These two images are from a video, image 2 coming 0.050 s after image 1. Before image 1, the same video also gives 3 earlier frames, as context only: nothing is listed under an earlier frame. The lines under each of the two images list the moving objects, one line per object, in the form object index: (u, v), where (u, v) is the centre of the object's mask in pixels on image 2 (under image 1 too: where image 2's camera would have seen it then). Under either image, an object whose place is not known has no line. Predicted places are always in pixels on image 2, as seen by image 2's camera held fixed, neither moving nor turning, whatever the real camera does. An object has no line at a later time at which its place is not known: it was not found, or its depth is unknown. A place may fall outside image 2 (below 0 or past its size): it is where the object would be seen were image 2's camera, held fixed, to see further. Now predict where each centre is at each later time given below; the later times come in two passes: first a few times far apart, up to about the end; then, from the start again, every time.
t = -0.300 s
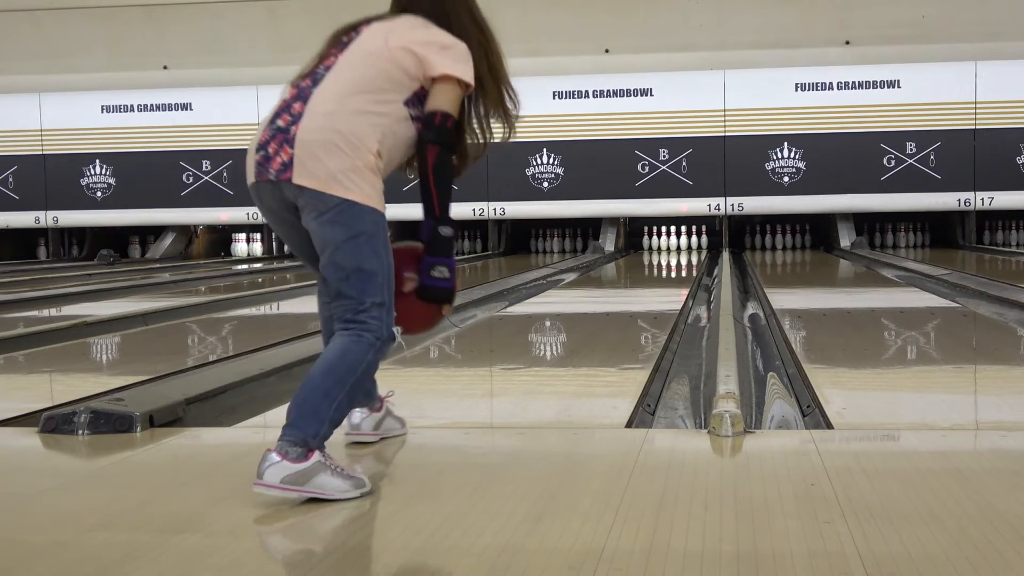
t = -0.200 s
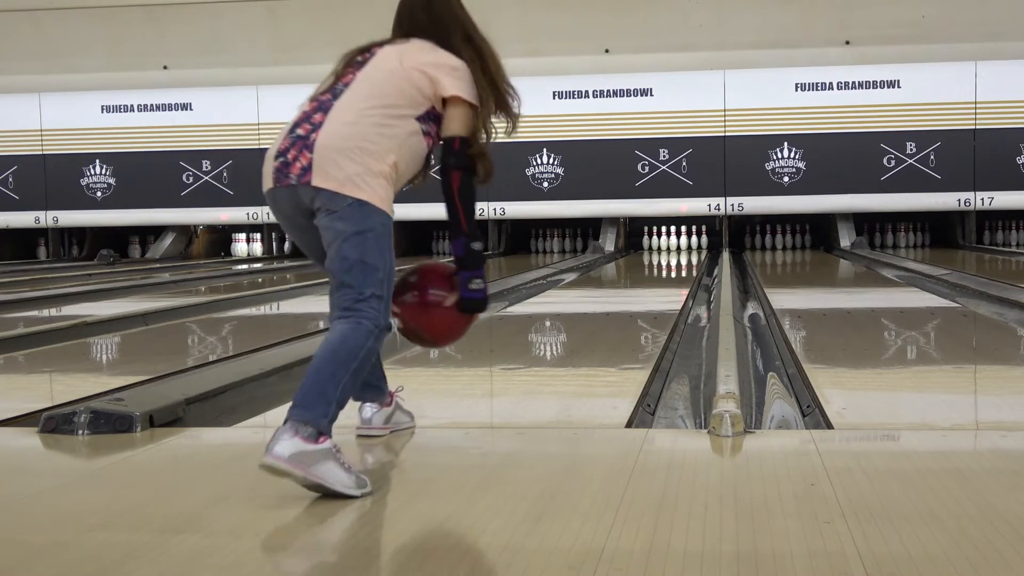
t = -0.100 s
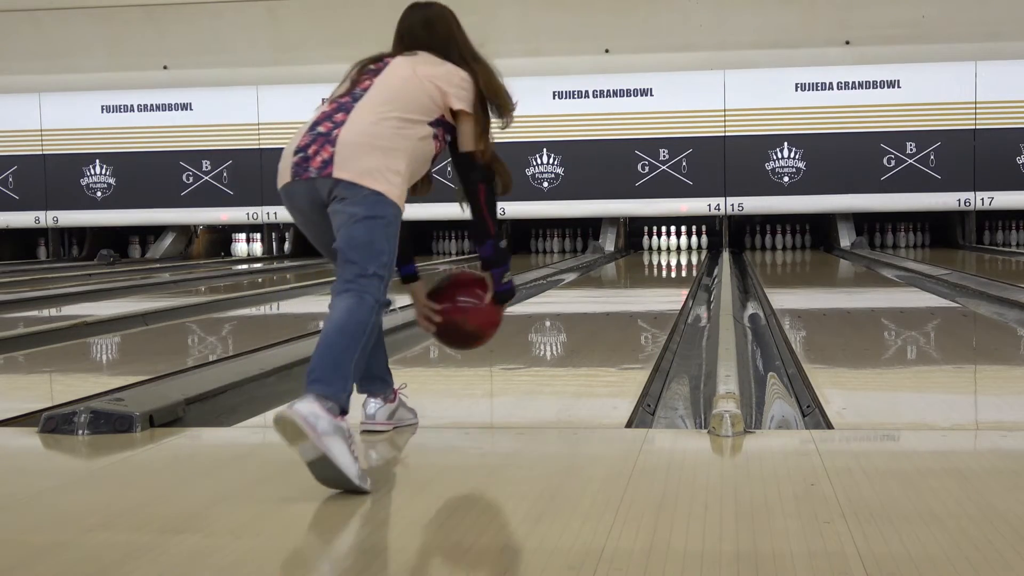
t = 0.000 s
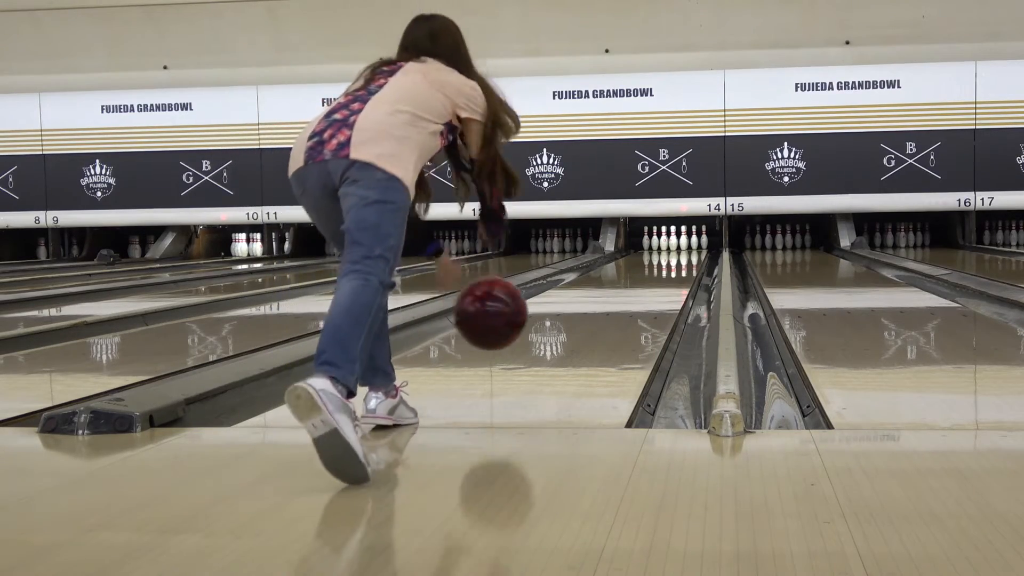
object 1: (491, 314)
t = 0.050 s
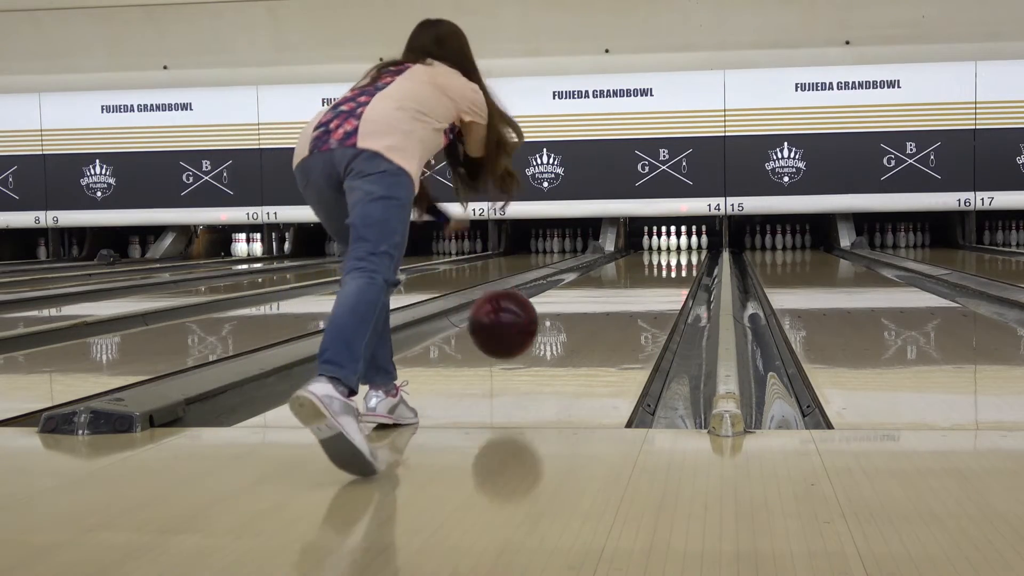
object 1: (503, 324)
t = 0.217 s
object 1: (538, 343)
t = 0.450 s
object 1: (572, 324)
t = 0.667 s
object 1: (595, 311)
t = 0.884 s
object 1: (612, 301)
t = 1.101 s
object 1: (626, 293)
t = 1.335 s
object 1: (638, 286)
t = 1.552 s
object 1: (647, 280)
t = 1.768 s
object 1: (654, 275)
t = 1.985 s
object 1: (660, 270)
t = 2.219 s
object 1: (666, 267)
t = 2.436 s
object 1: (670, 263)
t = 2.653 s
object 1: (673, 261)
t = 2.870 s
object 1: (676, 258)
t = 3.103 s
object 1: (678, 256)
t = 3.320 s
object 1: (680, 254)
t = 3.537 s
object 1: (682, 252)
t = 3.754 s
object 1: (683, 251)
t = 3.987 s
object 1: (682, 249)
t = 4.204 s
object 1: (678, 248)
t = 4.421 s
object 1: (675, 247)
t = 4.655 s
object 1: (672, 246)
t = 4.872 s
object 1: (671, 245)
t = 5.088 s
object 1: (668, 245)
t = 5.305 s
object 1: (663, 244)
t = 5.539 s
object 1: (656, 244)
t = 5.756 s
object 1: (649, 243)
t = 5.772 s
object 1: (648, 243)
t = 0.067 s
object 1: (507, 329)
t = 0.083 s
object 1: (511, 335)
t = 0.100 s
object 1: (515, 342)
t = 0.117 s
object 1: (519, 349)
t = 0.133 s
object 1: (523, 352)
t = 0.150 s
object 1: (526, 349)
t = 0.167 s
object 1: (529, 346)
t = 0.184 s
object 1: (532, 344)
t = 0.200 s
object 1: (535, 343)
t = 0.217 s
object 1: (538, 343)
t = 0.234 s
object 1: (541, 342)
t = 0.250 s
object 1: (543, 340)
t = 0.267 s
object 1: (546, 339)
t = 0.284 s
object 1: (549, 338)
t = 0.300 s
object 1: (551, 336)
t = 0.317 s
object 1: (554, 335)
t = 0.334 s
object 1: (556, 333)
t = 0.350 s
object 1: (559, 332)
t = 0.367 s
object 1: (561, 330)
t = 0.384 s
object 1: (563, 329)
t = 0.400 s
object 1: (566, 328)
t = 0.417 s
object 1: (568, 327)
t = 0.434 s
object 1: (570, 325)
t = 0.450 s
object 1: (572, 324)
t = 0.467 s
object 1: (574, 323)
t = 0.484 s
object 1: (576, 322)
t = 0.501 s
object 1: (578, 321)
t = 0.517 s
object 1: (580, 320)
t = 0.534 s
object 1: (582, 319)
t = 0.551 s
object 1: (583, 318)
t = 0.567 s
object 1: (585, 317)
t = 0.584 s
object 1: (587, 316)
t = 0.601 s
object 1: (588, 315)
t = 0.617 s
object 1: (590, 314)
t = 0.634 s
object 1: (591, 313)
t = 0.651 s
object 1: (593, 312)
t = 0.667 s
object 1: (595, 311)
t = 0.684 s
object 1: (596, 310)
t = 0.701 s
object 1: (598, 309)
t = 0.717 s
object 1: (599, 308)
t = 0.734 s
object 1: (601, 308)
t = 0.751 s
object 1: (602, 307)
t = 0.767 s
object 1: (603, 306)
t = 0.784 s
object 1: (605, 305)
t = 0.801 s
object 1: (606, 304)
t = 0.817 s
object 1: (607, 304)
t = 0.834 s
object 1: (609, 303)
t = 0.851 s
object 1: (610, 302)
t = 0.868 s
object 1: (611, 301)
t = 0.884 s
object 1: (612, 301)
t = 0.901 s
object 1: (613, 300)
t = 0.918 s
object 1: (615, 299)
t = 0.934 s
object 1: (616, 299)
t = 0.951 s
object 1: (617, 298)
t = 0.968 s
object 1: (618, 297)
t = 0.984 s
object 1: (619, 297)
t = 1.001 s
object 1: (620, 296)
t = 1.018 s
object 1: (621, 295)
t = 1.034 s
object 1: (622, 295)
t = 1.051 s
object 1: (623, 294)
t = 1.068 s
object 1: (624, 294)
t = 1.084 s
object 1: (625, 293)
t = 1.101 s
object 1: (626, 293)
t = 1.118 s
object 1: (627, 292)
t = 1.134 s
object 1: (628, 292)
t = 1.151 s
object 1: (629, 291)
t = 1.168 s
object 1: (630, 290)
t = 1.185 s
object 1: (631, 290)
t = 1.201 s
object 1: (632, 290)
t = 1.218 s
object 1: (633, 289)
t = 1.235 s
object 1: (633, 288)
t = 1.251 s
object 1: (634, 288)
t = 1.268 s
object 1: (635, 288)
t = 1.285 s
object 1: (636, 287)
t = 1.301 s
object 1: (637, 287)
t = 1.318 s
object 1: (637, 286)
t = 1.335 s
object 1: (638, 286)
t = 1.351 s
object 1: (639, 286)
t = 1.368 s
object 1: (640, 285)
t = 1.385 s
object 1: (640, 284)
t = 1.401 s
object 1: (641, 284)
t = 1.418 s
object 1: (642, 284)
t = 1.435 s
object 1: (642, 283)
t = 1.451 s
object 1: (643, 283)
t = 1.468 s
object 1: (644, 282)
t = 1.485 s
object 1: (644, 282)
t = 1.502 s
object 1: (645, 281)
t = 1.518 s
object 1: (646, 281)
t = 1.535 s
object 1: (646, 280)
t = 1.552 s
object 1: (647, 280)
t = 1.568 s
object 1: (647, 280)
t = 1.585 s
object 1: (648, 279)
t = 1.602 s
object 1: (649, 279)
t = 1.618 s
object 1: (649, 278)
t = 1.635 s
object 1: (650, 278)
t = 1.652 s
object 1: (651, 277)
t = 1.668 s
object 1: (651, 277)
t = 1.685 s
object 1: (652, 276)
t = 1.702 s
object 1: (652, 276)
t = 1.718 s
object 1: (653, 276)
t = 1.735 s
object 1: (653, 275)
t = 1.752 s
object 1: (654, 275)
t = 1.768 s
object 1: (654, 275)
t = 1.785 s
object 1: (655, 274)
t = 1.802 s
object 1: (655, 274)
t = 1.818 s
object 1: (656, 273)
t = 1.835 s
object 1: (656, 273)
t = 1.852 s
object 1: (657, 273)
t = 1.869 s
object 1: (657, 272)
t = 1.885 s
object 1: (657, 272)
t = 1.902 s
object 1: (658, 272)
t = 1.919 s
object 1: (659, 272)
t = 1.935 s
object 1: (659, 271)
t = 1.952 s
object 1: (659, 271)
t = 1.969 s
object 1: (660, 271)
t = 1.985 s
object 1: (660, 270)
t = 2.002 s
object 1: (661, 270)
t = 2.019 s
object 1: (661, 270)
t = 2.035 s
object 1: (662, 269)
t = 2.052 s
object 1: (662, 269)
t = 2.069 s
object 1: (662, 269)
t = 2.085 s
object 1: (662, 268)
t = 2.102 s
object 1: (663, 268)
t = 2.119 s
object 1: (663, 268)
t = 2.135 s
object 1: (664, 268)
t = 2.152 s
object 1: (664, 267)
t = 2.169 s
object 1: (665, 267)
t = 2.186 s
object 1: (665, 267)
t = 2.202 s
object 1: (665, 267)
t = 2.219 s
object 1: (666, 267)
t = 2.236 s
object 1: (666, 266)
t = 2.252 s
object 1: (666, 266)
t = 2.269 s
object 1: (667, 266)
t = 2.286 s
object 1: (667, 265)
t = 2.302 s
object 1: (667, 265)
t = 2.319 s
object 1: (668, 265)
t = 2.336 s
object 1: (668, 265)
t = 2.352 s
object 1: (668, 264)
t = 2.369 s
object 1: (668, 264)
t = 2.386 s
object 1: (669, 264)
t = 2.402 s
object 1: (669, 264)
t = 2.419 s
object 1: (669, 264)
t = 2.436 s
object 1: (670, 263)
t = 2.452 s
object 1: (670, 263)
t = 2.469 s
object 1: (670, 263)
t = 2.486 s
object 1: (670, 263)
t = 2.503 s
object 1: (670, 262)
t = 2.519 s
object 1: (671, 262)
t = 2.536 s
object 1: (671, 262)
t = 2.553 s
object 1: (671, 262)
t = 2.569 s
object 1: (672, 262)
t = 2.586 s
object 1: (672, 262)
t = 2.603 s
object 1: (672, 261)
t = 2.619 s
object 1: (673, 261)
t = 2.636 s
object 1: (673, 261)
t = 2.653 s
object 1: (673, 261)
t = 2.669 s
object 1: (673, 261)
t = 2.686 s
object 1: (674, 260)
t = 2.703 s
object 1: (674, 260)
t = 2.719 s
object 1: (674, 260)
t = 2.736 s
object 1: (674, 260)
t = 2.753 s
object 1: (674, 260)
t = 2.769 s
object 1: (675, 259)
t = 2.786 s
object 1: (675, 259)
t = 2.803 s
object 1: (675, 259)
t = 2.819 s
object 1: (675, 259)
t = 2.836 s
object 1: (676, 259)
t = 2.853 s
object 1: (676, 259)
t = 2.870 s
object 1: (676, 258)
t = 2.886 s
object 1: (676, 258)
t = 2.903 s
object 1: (676, 258)
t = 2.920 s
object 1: (676, 258)
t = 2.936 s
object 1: (677, 258)
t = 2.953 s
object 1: (677, 258)
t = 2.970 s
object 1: (677, 257)
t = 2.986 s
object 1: (678, 257)
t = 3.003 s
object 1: (678, 257)
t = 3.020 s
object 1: (678, 257)
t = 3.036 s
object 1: (678, 257)
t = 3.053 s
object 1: (678, 257)
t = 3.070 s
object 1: (678, 257)
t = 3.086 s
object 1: (678, 256)
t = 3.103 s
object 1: (678, 256)
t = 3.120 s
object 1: (678, 256)
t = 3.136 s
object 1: (679, 256)
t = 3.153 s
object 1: (679, 256)
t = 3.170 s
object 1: (679, 255)
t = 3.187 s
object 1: (679, 255)
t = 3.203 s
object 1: (680, 255)
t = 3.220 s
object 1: (680, 255)
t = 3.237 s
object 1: (679, 255)
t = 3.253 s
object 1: (680, 255)
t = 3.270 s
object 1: (680, 254)
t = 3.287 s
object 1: (680, 254)
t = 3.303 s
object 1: (680, 254)
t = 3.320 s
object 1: (680, 254)
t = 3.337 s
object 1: (681, 254)
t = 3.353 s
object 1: (681, 254)
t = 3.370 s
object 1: (681, 254)
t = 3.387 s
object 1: (681, 253)
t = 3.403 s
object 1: (681, 253)
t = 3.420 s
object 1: (681, 253)
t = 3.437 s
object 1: (682, 253)
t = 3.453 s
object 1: (682, 253)
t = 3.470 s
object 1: (682, 253)
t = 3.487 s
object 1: (682, 253)
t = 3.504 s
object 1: (682, 253)
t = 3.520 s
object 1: (682, 252)
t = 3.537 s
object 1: (682, 252)
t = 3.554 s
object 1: (682, 252)
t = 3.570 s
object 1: (682, 252)
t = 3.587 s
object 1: (683, 252)
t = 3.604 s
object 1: (683, 251)
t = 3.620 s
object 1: (683, 251)
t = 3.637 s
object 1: (683, 251)
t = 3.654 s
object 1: (683, 251)
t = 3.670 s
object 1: (683, 251)
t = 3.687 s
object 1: (683, 251)
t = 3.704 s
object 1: (683, 251)
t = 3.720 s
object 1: (683, 251)
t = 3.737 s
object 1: (683, 251)
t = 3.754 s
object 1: (683, 251)
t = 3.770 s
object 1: (683, 251)
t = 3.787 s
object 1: (683, 250)
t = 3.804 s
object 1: (683, 250)
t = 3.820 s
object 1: (683, 250)
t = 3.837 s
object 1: (683, 250)
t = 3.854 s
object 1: (683, 250)
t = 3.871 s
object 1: (682, 250)
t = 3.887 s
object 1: (682, 250)
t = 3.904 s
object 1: (682, 250)
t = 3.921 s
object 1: (682, 249)
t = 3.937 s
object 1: (682, 250)
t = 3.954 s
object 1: (682, 249)
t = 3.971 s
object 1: (682, 249)
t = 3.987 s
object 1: (682, 249)
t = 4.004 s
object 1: (681, 249)
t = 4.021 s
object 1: (681, 249)
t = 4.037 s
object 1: (681, 249)
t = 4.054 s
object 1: (680, 249)
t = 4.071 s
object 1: (680, 249)
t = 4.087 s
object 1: (680, 249)
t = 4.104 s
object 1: (680, 249)
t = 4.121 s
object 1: (679, 248)
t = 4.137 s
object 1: (679, 248)
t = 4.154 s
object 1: (679, 248)
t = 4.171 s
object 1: (679, 248)
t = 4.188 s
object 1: (678, 248)
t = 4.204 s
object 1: (678, 248)
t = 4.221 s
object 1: (678, 248)
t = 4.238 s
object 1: (678, 248)
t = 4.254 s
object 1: (677, 248)
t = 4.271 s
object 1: (677, 248)
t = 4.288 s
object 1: (677, 248)
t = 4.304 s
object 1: (677, 248)
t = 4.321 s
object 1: (677, 248)
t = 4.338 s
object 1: (676, 247)
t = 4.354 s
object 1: (676, 247)
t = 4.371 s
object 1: (676, 247)
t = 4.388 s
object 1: (676, 247)
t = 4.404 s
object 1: (676, 247)
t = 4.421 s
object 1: (675, 247)
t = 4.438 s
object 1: (675, 247)
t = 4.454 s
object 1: (675, 247)
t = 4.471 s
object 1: (675, 247)
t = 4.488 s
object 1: (675, 247)
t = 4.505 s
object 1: (674, 247)
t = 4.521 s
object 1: (674, 247)
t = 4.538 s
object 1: (674, 247)
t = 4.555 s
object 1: (674, 247)
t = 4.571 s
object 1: (673, 247)
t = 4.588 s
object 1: (673, 247)
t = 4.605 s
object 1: (673, 246)
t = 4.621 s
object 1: (673, 247)
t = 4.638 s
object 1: (673, 246)
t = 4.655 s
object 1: (672, 246)
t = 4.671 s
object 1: (673, 246)
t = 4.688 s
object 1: (672, 246)
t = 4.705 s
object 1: (672, 246)
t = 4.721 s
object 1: (672, 246)
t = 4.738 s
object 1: (672, 246)
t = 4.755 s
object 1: (672, 246)
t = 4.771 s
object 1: (671, 246)
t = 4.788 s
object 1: (672, 246)
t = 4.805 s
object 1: (672, 246)
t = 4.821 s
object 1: (671, 246)
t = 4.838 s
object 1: (671, 246)
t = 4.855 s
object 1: (671, 246)
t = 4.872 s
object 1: (671, 245)
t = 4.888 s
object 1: (670, 245)
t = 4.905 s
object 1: (670, 245)
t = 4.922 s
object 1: (670, 245)
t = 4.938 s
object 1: (670, 245)
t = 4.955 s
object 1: (669, 245)
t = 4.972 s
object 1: (669, 245)
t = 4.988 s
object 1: (669, 245)
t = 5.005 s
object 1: (669, 245)
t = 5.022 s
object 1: (669, 245)
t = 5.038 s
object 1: (668, 245)
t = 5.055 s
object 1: (668, 245)
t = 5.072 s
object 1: (668, 245)
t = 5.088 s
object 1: (668, 245)
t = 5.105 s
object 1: (668, 245)
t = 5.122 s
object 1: (667, 245)
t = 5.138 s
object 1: (667, 245)
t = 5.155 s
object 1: (667, 245)
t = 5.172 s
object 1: (667, 245)
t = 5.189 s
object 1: (667, 245)
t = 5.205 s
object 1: (666, 245)
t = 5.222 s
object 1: (666, 245)
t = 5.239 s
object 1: (665, 245)
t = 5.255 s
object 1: (664, 244)
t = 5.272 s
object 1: (664, 244)
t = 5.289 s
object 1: (663, 244)
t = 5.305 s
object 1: (663, 244)
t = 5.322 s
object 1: (662, 244)
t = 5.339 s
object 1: (662, 244)
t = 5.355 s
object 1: (662, 244)
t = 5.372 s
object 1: (661, 244)
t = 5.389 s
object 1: (661, 244)
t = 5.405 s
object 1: (660, 244)
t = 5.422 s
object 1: (659, 244)
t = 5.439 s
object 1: (659, 244)
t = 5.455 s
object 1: (658, 245)
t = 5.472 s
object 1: (657, 244)
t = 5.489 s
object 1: (657, 244)
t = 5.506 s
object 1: (656, 245)
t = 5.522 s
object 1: (656, 245)
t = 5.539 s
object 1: (656, 244)
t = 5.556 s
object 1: (656, 244)
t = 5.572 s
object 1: (655, 244)
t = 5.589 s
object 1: (655, 244)
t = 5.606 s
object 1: (655, 244)
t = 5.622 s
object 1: (653, 244)
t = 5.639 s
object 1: (653, 244)
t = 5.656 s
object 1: (652, 244)
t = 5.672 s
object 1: (652, 244)
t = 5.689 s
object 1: (651, 244)
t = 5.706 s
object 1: (650, 244)
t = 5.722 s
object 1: (649, 244)
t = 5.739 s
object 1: (649, 244)
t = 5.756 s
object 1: (649, 243)
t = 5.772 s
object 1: (648, 243)
